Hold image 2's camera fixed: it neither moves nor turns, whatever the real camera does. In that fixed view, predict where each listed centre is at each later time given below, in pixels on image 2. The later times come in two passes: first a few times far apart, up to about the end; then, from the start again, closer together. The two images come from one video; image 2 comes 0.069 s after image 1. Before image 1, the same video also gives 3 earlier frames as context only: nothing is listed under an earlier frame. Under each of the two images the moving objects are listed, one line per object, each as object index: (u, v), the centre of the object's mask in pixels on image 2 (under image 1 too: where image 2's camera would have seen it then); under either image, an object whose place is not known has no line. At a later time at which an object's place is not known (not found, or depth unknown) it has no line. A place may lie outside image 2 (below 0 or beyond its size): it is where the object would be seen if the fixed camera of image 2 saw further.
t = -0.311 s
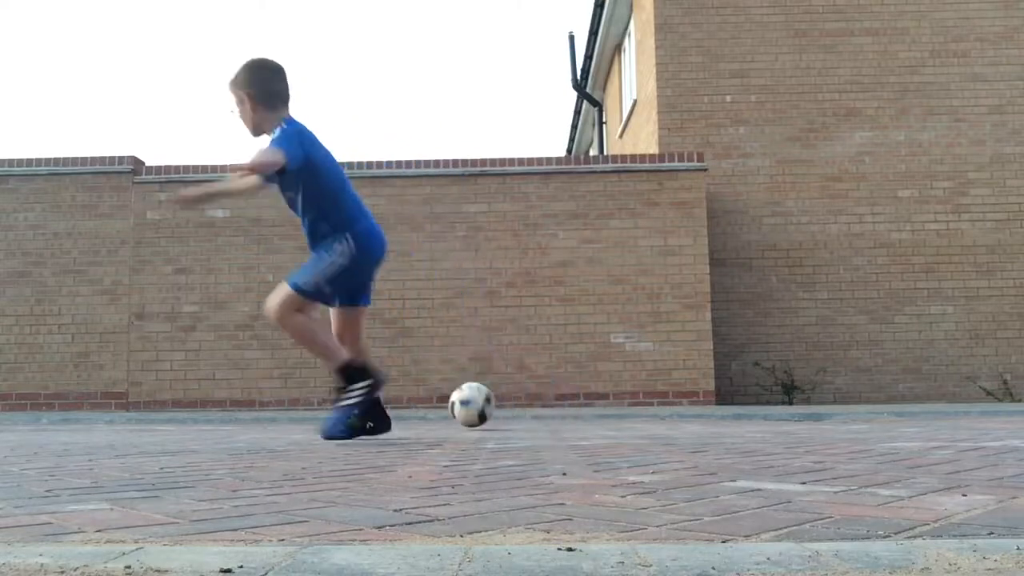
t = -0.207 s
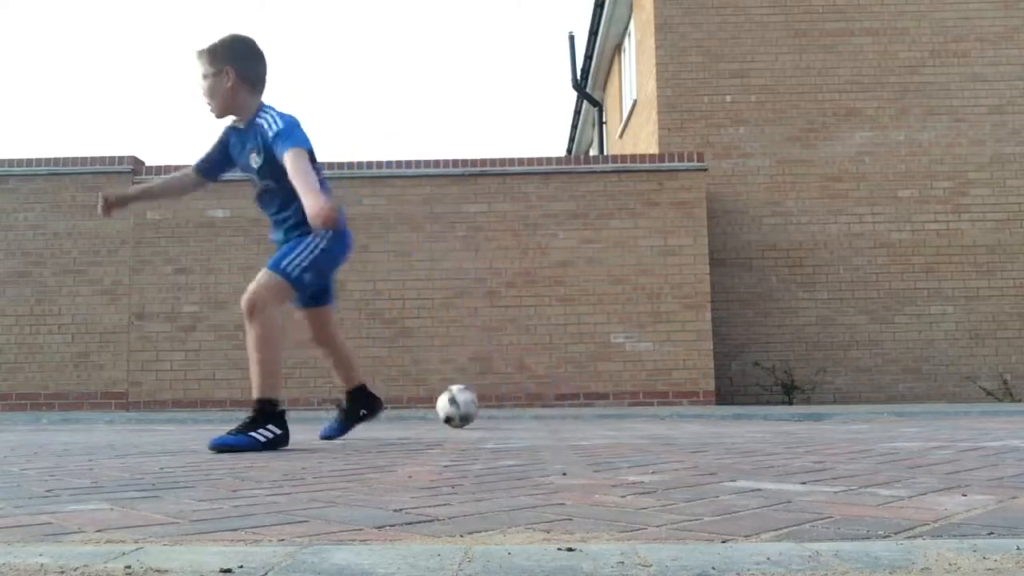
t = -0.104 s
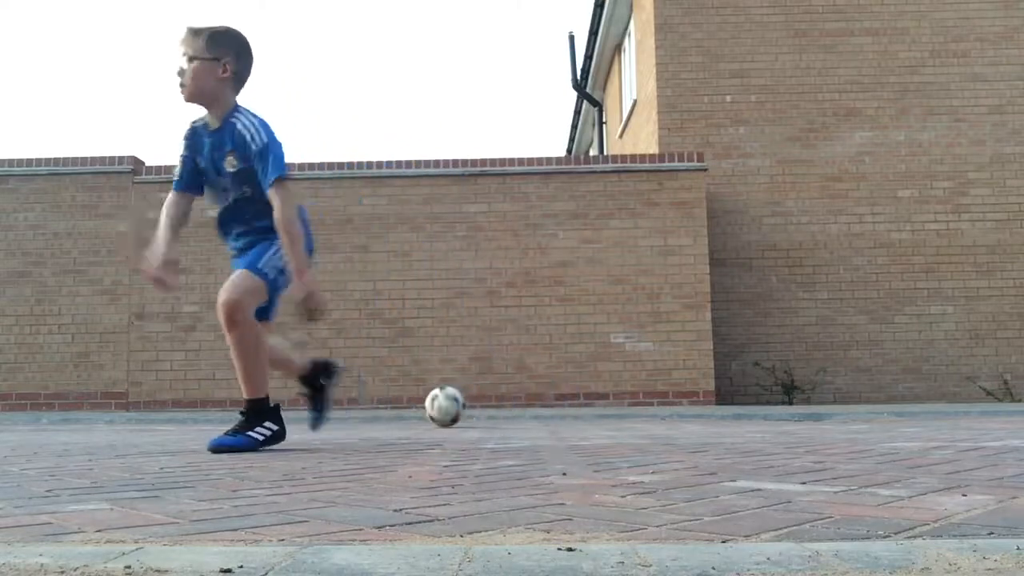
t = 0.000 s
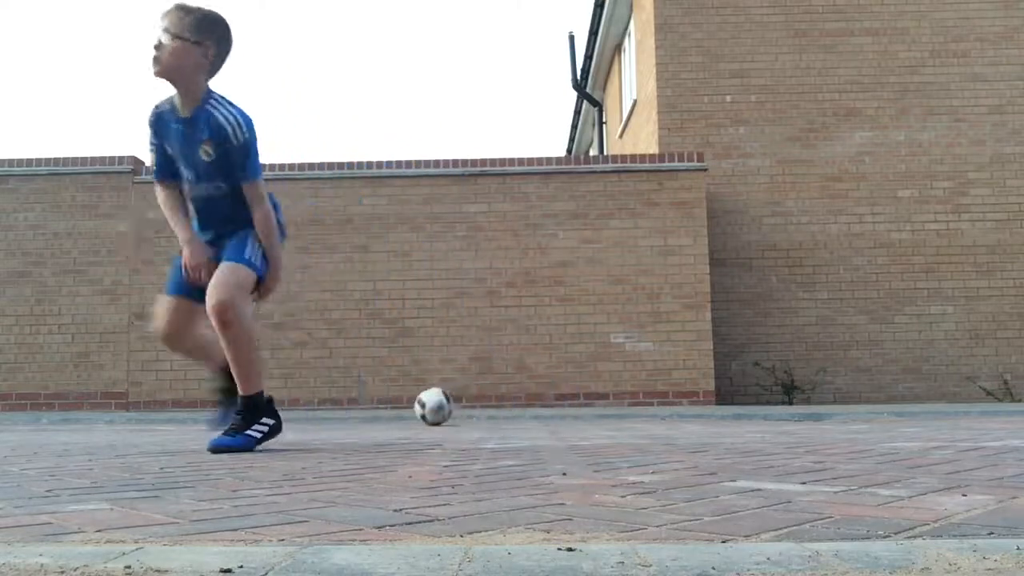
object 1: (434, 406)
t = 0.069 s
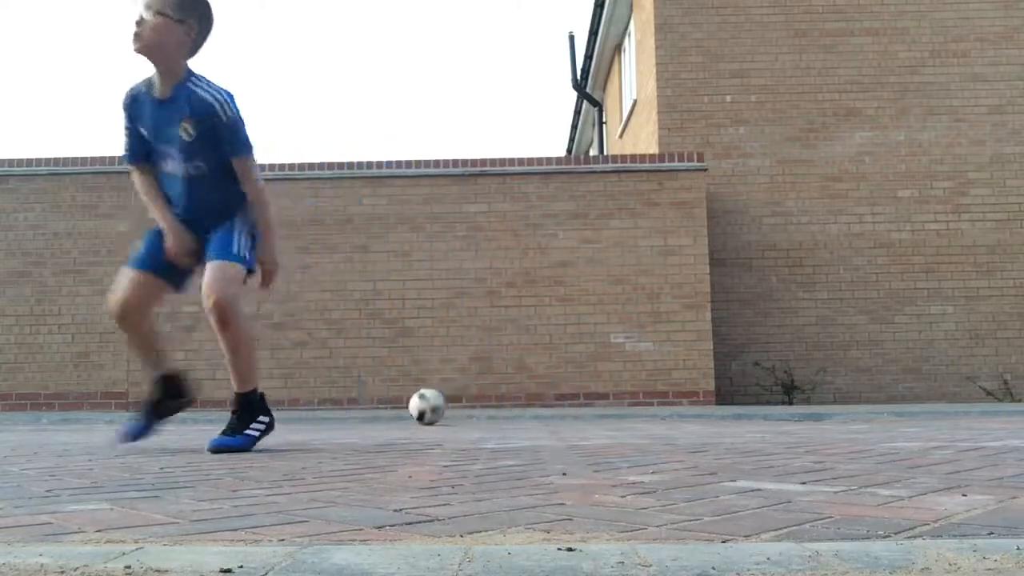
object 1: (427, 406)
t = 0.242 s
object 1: (410, 406)
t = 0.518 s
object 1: (392, 395)
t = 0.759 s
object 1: (379, 373)
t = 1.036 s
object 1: (366, 380)
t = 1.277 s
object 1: (351, 396)
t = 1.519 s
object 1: (343, 393)
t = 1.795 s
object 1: (335, 403)
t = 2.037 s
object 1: (326, 403)
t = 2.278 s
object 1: (318, 406)
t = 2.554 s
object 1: (312, 407)
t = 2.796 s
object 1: (309, 407)
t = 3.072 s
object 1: (309, 407)
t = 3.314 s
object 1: (313, 407)
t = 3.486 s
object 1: (319, 407)
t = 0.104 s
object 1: (424, 406)
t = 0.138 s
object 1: (421, 406)
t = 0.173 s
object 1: (418, 406)
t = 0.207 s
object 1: (415, 407)
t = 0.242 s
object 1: (410, 406)
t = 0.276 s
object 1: (407, 406)
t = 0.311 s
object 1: (405, 406)
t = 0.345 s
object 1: (403, 406)
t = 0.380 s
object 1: (400, 406)
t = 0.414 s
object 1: (398, 405)
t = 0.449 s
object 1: (397, 406)
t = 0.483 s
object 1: (394, 405)
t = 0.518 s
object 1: (392, 395)
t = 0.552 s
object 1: (390, 386)
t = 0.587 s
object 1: (387, 381)
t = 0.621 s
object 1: (387, 377)
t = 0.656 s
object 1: (384, 373)
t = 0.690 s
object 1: (382, 372)
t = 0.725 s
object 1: (381, 372)
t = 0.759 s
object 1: (379, 373)
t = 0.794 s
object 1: (377, 377)
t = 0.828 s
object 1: (376, 380)
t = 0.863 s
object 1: (374, 386)
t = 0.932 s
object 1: (371, 395)
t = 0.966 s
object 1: (369, 389)
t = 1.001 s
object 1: (368, 384)
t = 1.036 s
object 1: (366, 380)
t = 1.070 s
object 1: (364, 378)
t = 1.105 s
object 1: (362, 377)
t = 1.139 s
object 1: (360, 378)
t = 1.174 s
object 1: (358, 380)
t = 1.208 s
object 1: (356, 384)
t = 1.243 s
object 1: (352, 396)
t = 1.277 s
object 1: (351, 396)
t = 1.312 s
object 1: (350, 392)
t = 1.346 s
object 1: (349, 389)
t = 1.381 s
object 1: (347, 386)
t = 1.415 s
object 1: (347, 386)
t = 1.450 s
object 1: (346, 386)
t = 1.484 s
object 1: (344, 389)
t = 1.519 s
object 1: (343, 393)
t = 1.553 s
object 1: (342, 399)
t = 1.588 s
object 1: (341, 399)
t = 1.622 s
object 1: (340, 395)
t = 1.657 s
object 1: (339, 394)
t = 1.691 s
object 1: (338, 394)
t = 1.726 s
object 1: (337, 395)
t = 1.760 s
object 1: (336, 399)
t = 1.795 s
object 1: (335, 403)
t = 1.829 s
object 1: (334, 402)
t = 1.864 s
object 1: (332, 402)
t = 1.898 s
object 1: (331, 404)
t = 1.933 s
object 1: (330, 407)
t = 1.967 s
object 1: (329, 405)
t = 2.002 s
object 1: (328, 403)
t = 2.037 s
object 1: (326, 403)
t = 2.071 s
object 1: (325, 405)
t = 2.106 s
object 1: (324, 407)
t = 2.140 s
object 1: (323, 406)
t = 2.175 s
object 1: (321, 405)
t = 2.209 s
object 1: (320, 406)
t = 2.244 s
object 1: (319, 407)
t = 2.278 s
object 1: (318, 406)
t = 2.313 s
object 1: (317, 407)
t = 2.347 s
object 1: (316, 407)
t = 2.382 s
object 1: (315, 407)
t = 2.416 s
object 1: (314, 407)
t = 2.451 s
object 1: (314, 408)
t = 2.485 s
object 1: (313, 407)
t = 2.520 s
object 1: (313, 407)
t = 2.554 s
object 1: (312, 407)
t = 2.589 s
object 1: (312, 407)
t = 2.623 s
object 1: (311, 407)
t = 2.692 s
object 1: (311, 407)
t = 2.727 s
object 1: (310, 407)
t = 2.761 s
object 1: (310, 407)
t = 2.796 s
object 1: (309, 407)
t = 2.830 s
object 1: (309, 407)
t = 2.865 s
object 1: (309, 407)
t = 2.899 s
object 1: (309, 407)
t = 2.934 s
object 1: (309, 407)
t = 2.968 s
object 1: (309, 407)
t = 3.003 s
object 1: (309, 407)
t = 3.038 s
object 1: (309, 407)
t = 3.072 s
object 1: (309, 407)
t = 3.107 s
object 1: (309, 407)
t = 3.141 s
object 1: (310, 407)
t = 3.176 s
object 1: (310, 407)
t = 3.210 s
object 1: (310, 407)
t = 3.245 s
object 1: (311, 407)
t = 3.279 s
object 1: (312, 408)
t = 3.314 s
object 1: (313, 407)
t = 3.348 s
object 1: (314, 407)
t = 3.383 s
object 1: (316, 407)
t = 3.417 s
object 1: (317, 407)
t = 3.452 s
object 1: (318, 407)
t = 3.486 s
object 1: (319, 407)
